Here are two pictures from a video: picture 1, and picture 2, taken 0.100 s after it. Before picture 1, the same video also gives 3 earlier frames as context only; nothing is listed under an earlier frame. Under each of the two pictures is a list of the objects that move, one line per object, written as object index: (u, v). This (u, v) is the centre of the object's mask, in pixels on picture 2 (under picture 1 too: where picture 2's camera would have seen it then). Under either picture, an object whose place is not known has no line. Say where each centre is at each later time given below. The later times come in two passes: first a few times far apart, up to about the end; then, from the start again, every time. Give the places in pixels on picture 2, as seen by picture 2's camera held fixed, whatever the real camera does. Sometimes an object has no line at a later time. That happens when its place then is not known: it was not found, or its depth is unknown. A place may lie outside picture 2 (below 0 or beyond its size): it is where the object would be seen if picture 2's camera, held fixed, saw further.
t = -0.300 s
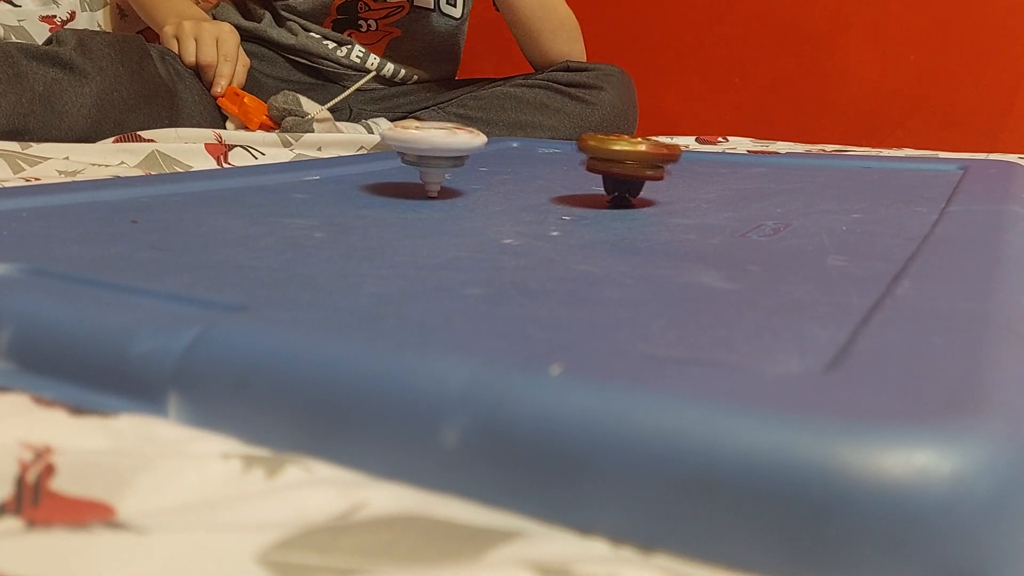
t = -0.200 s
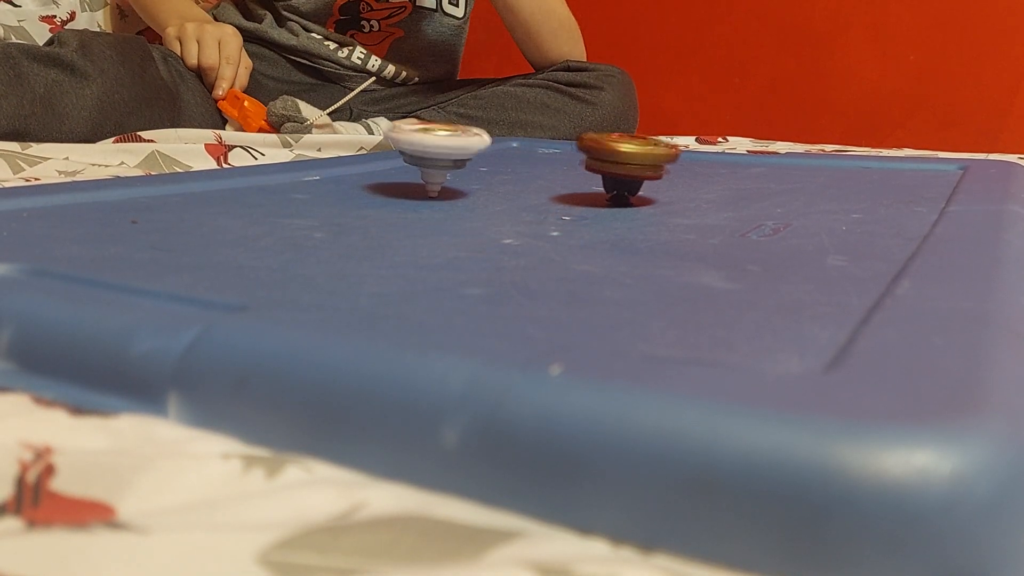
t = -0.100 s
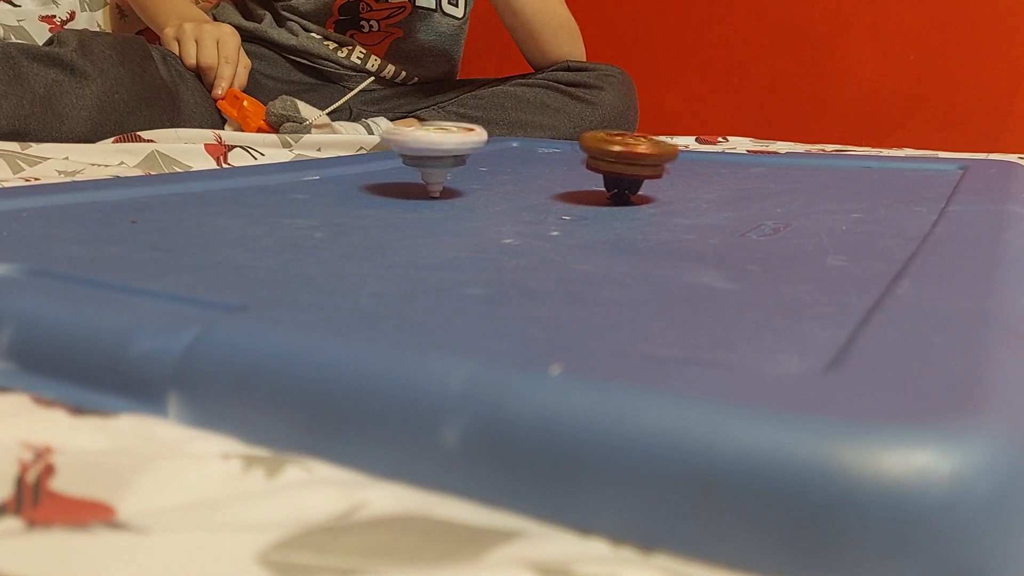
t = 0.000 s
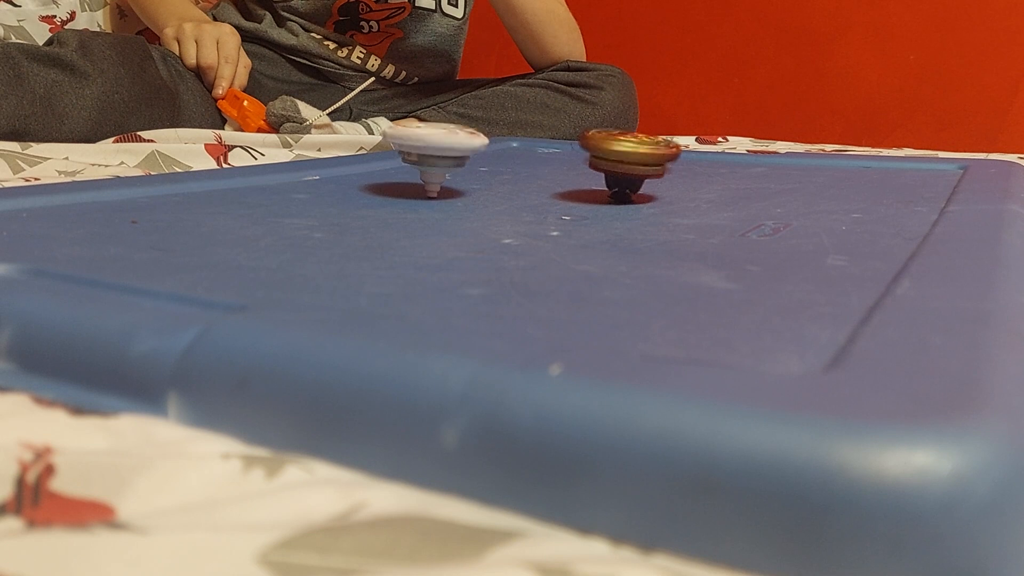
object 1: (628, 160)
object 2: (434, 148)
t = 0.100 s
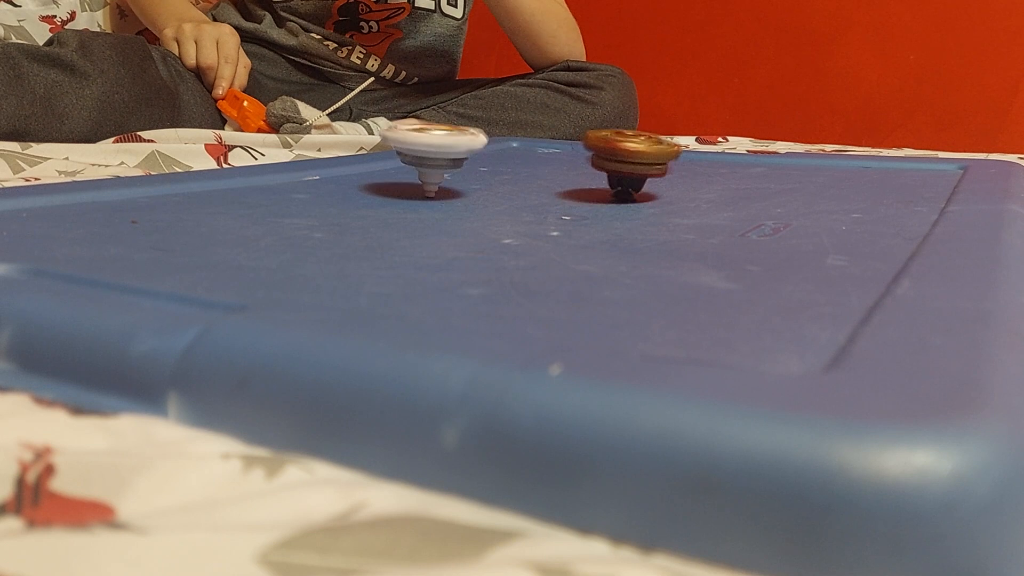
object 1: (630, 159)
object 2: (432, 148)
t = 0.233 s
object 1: (633, 158)
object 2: (435, 149)
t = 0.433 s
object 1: (631, 157)
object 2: (434, 150)
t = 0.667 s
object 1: (622, 158)
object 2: (435, 149)
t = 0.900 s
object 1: (606, 156)
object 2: (435, 149)
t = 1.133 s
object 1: (589, 154)
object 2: (435, 149)
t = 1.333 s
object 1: (581, 149)
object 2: (434, 149)
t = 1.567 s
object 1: (583, 146)
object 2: (432, 149)
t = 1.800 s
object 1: (588, 145)
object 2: (431, 149)
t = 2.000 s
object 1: (584, 145)
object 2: (433, 149)
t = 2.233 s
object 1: (567, 144)
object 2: (432, 149)
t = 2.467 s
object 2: (433, 150)
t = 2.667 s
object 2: (432, 149)
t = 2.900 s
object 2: (433, 149)
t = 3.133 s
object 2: (432, 150)
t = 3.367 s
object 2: (429, 150)
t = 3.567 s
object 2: (431, 149)
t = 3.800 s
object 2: (434, 149)
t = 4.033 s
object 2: (437, 149)
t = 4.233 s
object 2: (437, 150)
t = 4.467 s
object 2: (438, 149)
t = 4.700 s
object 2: (433, 150)
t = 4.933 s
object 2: (435, 151)
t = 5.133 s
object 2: (438, 151)
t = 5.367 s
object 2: (435, 149)
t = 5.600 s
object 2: (431, 149)
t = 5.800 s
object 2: (429, 150)
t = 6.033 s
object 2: (427, 150)
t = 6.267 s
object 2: (425, 149)
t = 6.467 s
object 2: (424, 150)
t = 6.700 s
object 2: (420, 149)
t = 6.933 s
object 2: (412, 149)
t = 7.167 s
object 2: (452, 151)
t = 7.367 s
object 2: (451, 143)
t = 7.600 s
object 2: (418, 140)
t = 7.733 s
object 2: (403, 142)
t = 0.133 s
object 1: (631, 159)
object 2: (433, 149)
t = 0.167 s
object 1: (632, 159)
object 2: (433, 149)
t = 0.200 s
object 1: (632, 158)
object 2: (434, 149)
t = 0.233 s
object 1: (633, 158)
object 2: (435, 149)
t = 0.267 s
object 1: (634, 158)
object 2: (433, 149)
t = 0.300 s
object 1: (634, 157)
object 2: (434, 148)
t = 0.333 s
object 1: (634, 157)
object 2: (434, 148)
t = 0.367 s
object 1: (634, 157)
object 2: (433, 148)
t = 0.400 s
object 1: (633, 157)
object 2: (433, 148)
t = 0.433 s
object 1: (631, 157)
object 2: (434, 150)
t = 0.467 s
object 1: (629, 157)
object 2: (433, 149)
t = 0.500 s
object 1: (627, 158)
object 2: (434, 149)
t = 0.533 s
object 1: (626, 158)
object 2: (436, 149)
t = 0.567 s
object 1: (626, 157)
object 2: (437, 149)
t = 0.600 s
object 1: (625, 158)
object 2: (437, 149)
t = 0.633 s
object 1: (624, 158)
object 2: (436, 149)
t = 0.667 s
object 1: (622, 158)
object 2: (435, 149)
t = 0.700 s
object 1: (621, 158)
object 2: (434, 148)
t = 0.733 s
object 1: (618, 157)
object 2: (436, 148)
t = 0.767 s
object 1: (616, 157)
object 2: (437, 148)
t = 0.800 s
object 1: (615, 157)
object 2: (437, 149)
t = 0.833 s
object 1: (613, 157)
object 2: (435, 149)
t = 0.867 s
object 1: (608, 156)
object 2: (435, 149)
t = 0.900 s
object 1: (606, 156)
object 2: (435, 149)
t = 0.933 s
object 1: (603, 156)
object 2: (435, 148)
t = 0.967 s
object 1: (601, 155)
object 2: (435, 149)
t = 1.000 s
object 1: (597, 155)
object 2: (434, 149)
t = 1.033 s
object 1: (595, 154)
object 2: (433, 149)
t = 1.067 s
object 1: (593, 155)
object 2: (433, 149)
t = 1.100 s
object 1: (590, 154)
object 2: (434, 148)
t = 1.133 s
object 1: (589, 154)
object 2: (435, 149)
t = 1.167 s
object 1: (587, 152)
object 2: (434, 149)
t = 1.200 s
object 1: (586, 152)
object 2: (433, 149)
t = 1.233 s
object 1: (584, 151)
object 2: (433, 149)
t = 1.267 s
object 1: (583, 150)
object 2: (433, 149)
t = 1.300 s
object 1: (583, 150)
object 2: (434, 149)
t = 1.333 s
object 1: (581, 149)
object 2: (434, 149)
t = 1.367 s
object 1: (581, 149)
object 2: (434, 149)
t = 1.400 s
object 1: (581, 148)
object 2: (432, 148)
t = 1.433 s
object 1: (581, 148)
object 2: (433, 149)
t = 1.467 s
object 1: (581, 147)
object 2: (432, 149)
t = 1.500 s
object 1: (582, 147)
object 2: (433, 149)
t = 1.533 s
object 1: (581, 146)
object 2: (432, 149)
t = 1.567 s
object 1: (583, 146)
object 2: (432, 149)
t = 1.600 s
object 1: (584, 146)
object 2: (431, 149)
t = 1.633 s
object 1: (584, 145)
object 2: (432, 149)
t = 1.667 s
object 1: (584, 145)
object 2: (432, 149)
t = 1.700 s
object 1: (585, 145)
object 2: (433, 149)
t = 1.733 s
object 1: (587, 145)
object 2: (431, 149)
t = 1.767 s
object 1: (588, 145)
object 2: (431, 149)
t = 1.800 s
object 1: (588, 145)
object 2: (431, 149)
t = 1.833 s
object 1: (587, 145)
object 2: (432, 149)
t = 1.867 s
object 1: (588, 145)
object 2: (432, 149)
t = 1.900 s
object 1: (587, 145)
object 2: (432, 150)
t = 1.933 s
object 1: (586, 145)
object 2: (431, 149)
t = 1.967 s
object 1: (585, 145)
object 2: (431, 149)
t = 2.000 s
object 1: (584, 145)
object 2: (433, 149)
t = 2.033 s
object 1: (582, 145)
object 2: (434, 149)
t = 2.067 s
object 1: (580, 145)
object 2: (434, 150)
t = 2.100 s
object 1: (579, 145)
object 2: (433, 150)
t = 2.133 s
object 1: (576, 145)
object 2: (432, 149)
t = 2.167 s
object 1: (573, 145)
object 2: (432, 150)
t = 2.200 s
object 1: (570, 145)
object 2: (431, 149)
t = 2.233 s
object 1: (567, 144)
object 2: (432, 149)
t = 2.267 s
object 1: (562, 144)
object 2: (432, 149)
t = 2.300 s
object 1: (558, 144)
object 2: (433, 149)
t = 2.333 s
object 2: (434, 149)
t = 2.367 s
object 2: (435, 149)
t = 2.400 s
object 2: (435, 149)
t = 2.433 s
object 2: (434, 150)
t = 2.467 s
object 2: (433, 150)
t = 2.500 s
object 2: (433, 150)
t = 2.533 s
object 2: (433, 149)
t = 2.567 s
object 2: (434, 149)
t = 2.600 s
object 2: (433, 149)
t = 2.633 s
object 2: (434, 149)
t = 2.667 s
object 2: (432, 149)
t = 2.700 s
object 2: (434, 149)
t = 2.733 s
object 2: (434, 148)
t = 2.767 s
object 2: (435, 149)
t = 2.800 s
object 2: (433, 149)
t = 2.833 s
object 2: (434, 149)
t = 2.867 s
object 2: (433, 149)
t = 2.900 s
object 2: (433, 149)
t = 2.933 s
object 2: (432, 149)
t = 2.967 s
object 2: (433, 149)
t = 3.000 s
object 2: (433, 149)
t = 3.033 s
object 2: (434, 149)
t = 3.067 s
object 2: (434, 149)
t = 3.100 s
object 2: (434, 150)
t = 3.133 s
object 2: (432, 150)
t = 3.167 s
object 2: (431, 149)
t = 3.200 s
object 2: (431, 150)
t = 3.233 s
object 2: (430, 149)
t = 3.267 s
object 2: (431, 150)
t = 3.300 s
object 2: (431, 149)
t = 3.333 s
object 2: (431, 150)
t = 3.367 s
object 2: (429, 150)
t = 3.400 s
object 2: (429, 149)
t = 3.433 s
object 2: (430, 149)
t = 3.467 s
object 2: (432, 149)
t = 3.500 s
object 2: (432, 149)
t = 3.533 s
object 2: (433, 150)
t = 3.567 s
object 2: (431, 149)
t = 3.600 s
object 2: (433, 149)
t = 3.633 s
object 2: (433, 149)
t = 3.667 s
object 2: (435, 149)
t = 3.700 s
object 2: (435, 150)
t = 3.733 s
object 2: (434, 150)
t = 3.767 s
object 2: (434, 150)
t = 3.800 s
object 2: (434, 149)
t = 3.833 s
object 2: (435, 149)
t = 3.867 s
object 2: (435, 149)
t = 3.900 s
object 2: (436, 150)
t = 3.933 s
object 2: (436, 150)
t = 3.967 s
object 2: (436, 150)
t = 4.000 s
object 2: (435, 149)
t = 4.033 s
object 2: (437, 149)
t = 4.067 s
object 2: (439, 149)
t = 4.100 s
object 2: (440, 150)
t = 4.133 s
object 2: (439, 150)
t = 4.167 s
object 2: (439, 151)
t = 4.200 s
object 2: (437, 150)
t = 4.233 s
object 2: (437, 150)
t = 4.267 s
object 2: (439, 150)
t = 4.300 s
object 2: (439, 150)
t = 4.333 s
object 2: (437, 151)
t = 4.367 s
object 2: (435, 150)
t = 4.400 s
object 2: (435, 149)
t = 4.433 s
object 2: (436, 148)
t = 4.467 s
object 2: (438, 149)
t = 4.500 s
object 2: (437, 150)
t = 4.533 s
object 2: (435, 150)
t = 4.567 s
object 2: (432, 149)
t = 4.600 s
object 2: (432, 149)
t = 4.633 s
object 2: (433, 149)
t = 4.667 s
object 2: (434, 149)
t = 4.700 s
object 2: (433, 150)
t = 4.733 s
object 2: (431, 150)
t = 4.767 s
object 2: (431, 150)
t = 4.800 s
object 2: (432, 149)
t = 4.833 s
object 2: (435, 149)
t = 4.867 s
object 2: (437, 151)
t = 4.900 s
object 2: (436, 151)
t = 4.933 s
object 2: (435, 151)
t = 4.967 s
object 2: (433, 151)
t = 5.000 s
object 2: (433, 150)
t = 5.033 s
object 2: (436, 149)
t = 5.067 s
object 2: (440, 150)
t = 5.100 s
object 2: (439, 151)
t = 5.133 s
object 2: (438, 151)
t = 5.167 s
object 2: (437, 151)
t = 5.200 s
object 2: (437, 150)
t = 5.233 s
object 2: (437, 150)
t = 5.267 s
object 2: (438, 149)
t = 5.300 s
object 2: (437, 150)
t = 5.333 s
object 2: (435, 150)
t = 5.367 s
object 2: (435, 149)
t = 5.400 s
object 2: (434, 149)
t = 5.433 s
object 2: (434, 149)
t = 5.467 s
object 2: (432, 150)
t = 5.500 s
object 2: (430, 149)
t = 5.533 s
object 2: (429, 149)
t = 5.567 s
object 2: (429, 149)
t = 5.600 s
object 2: (431, 149)
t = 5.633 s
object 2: (430, 150)
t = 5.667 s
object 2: (429, 150)
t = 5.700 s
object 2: (428, 151)
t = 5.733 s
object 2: (426, 150)
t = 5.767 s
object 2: (428, 150)
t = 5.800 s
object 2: (429, 150)
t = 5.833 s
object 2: (430, 150)
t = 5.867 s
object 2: (429, 150)
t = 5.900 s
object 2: (428, 150)
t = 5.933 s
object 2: (427, 151)
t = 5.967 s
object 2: (426, 151)
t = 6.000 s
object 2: (427, 150)
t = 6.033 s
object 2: (427, 150)
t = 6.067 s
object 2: (428, 150)
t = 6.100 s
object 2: (427, 150)
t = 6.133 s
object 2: (427, 150)
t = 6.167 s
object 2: (425, 150)
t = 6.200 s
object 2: (425, 149)
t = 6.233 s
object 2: (426, 149)
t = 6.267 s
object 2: (425, 149)
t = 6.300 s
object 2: (425, 149)
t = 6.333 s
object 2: (424, 149)
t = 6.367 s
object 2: (423, 149)
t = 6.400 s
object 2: (424, 149)
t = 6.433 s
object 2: (424, 149)
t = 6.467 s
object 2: (424, 150)
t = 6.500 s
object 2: (422, 150)
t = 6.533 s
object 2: (422, 150)
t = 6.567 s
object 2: (421, 150)
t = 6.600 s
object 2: (421, 149)
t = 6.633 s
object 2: (422, 150)
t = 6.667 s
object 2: (420, 149)
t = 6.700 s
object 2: (420, 149)
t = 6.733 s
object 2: (419, 150)
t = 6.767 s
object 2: (418, 149)
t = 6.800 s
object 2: (420, 149)
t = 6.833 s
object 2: (420, 149)
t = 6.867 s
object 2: (420, 149)
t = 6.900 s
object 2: (416, 149)
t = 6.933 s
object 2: (412, 149)
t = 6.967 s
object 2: (412, 148)
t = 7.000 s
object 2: (425, 150)
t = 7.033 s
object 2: (434, 150)
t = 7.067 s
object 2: (442, 150)
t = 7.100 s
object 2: (445, 150)
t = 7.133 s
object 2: (448, 151)
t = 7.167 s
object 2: (452, 151)
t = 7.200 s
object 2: (455, 149)
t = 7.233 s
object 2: (457, 149)
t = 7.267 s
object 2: (457, 148)
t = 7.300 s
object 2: (456, 147)
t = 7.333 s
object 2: (452, 146)
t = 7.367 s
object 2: (451, 143)
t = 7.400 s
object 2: (449, 144)
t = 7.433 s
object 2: (441, 143)
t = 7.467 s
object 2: (437, 141)
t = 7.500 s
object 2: (435, 140)
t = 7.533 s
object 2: (429, 141)
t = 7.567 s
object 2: (422, 141)
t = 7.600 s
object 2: (418, 140)
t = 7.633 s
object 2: (415, 141)
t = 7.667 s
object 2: (408, 141)
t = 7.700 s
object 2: (404, 141)
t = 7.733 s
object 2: (403, 142)
